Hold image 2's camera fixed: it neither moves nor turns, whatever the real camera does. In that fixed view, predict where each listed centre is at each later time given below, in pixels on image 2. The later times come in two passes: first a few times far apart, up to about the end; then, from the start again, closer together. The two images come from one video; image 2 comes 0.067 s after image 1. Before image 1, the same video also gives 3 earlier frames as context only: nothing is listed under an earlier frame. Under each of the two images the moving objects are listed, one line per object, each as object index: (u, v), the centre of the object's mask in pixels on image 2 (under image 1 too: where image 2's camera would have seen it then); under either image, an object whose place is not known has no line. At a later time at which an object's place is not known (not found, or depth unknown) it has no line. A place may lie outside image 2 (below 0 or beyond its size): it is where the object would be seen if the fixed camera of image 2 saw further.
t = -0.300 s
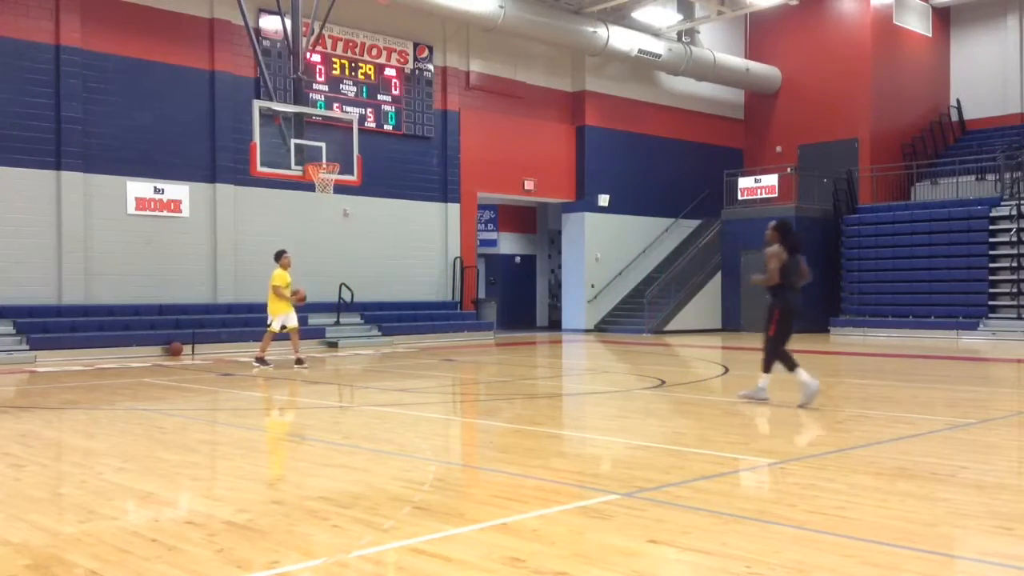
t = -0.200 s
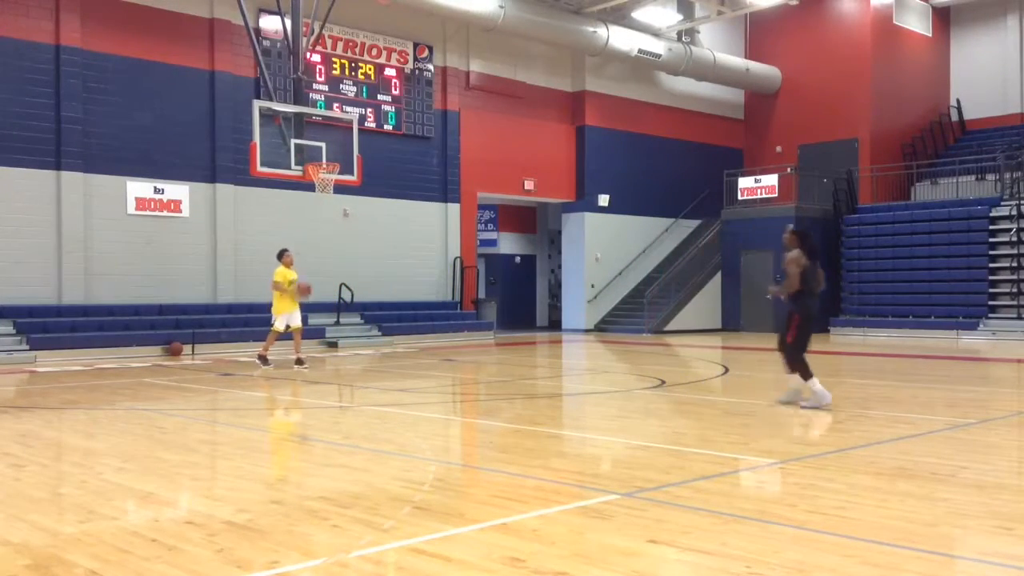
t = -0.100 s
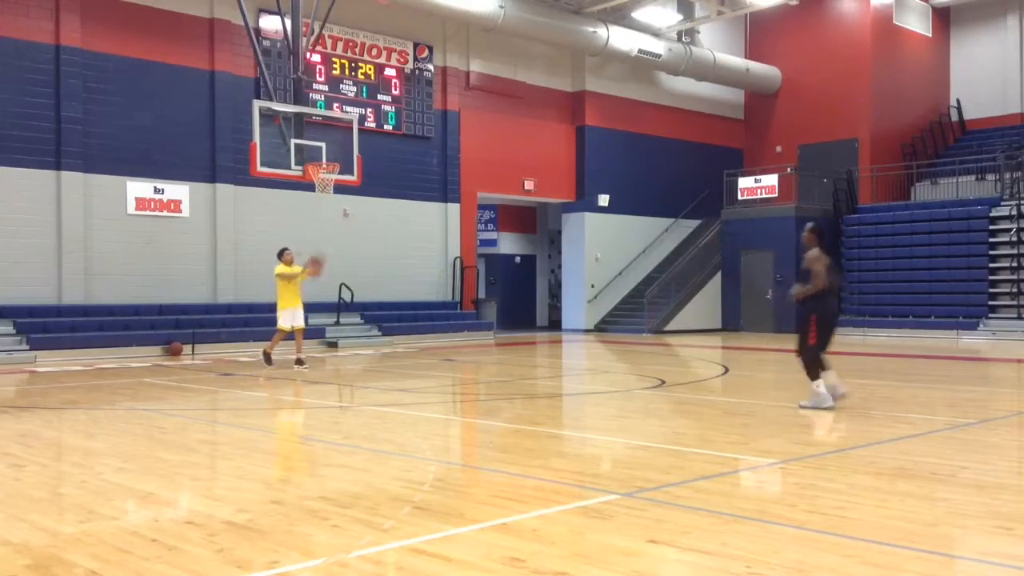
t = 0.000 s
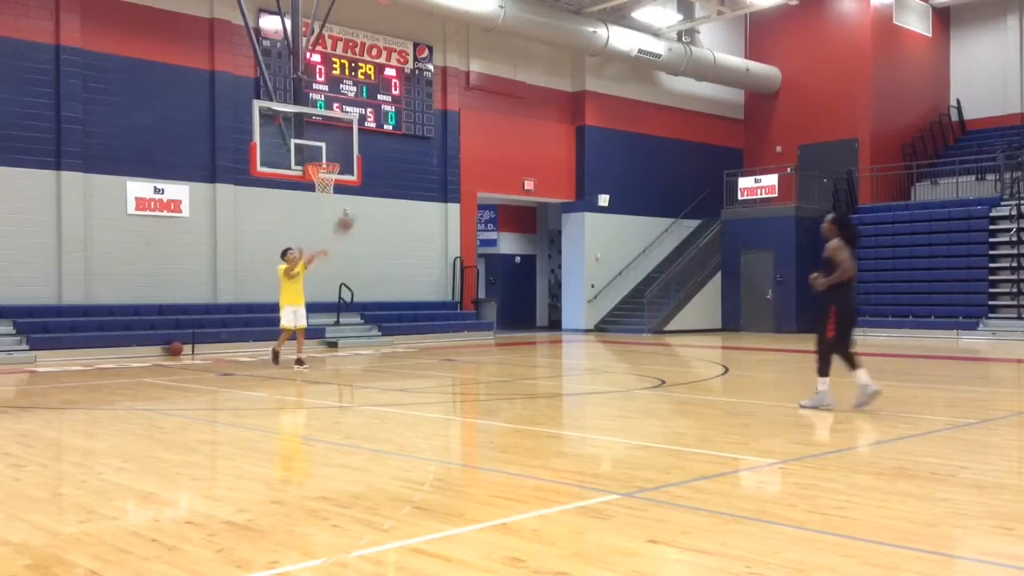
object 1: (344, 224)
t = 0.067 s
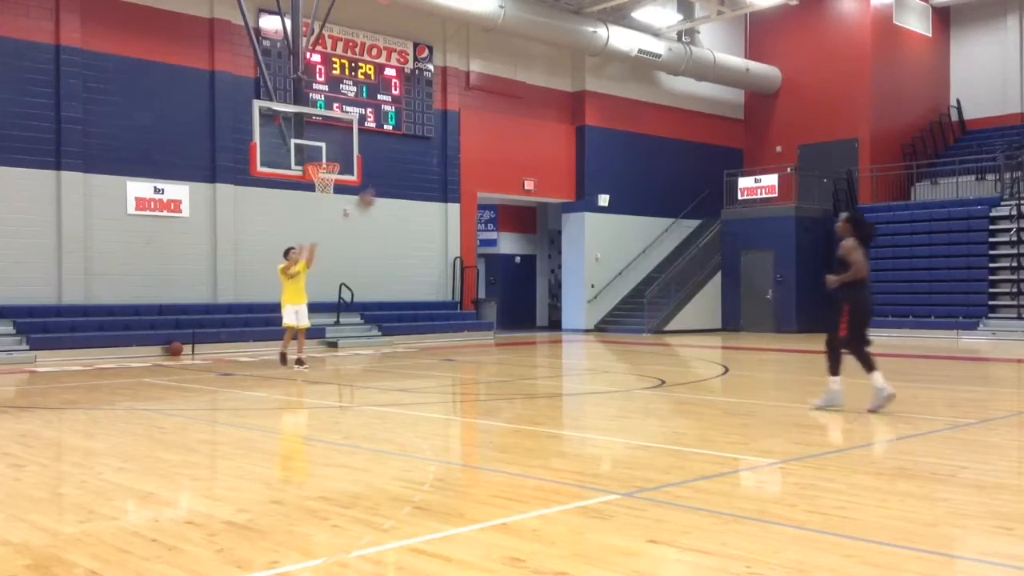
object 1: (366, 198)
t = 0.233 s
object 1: (421, 151)
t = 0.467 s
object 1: (507, 103)
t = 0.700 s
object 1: (617, 94)
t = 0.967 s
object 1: (762, 153)
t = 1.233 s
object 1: (958, 303)
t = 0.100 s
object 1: (377, 188)
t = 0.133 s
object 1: (388, 178)
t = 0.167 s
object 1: (399, 168)
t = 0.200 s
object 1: (410, 159)
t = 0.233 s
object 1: (421, 151)
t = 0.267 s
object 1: (433, 143)
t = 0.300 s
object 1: (444, 135)
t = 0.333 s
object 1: (454, 128)
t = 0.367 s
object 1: (470, 122)
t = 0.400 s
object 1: (483, 114)
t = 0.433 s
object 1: (497, 107)
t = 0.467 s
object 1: (507, 103)
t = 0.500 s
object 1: (524, 98)
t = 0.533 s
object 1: (536, 95)
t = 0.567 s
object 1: (551, 94)
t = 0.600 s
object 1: (570, 98)
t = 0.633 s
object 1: (584, 97)
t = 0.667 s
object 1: (600, 95)
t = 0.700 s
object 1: (617, 94)
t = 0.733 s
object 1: (633, 101)
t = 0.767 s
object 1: (651, 104)
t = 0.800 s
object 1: (667, 108)
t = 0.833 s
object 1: (682, 112)
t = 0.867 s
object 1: (705, 122)
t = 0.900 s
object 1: (722, 127)
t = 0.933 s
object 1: (742, 141)
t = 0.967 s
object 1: (762, 153)
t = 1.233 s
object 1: (958, 303)
